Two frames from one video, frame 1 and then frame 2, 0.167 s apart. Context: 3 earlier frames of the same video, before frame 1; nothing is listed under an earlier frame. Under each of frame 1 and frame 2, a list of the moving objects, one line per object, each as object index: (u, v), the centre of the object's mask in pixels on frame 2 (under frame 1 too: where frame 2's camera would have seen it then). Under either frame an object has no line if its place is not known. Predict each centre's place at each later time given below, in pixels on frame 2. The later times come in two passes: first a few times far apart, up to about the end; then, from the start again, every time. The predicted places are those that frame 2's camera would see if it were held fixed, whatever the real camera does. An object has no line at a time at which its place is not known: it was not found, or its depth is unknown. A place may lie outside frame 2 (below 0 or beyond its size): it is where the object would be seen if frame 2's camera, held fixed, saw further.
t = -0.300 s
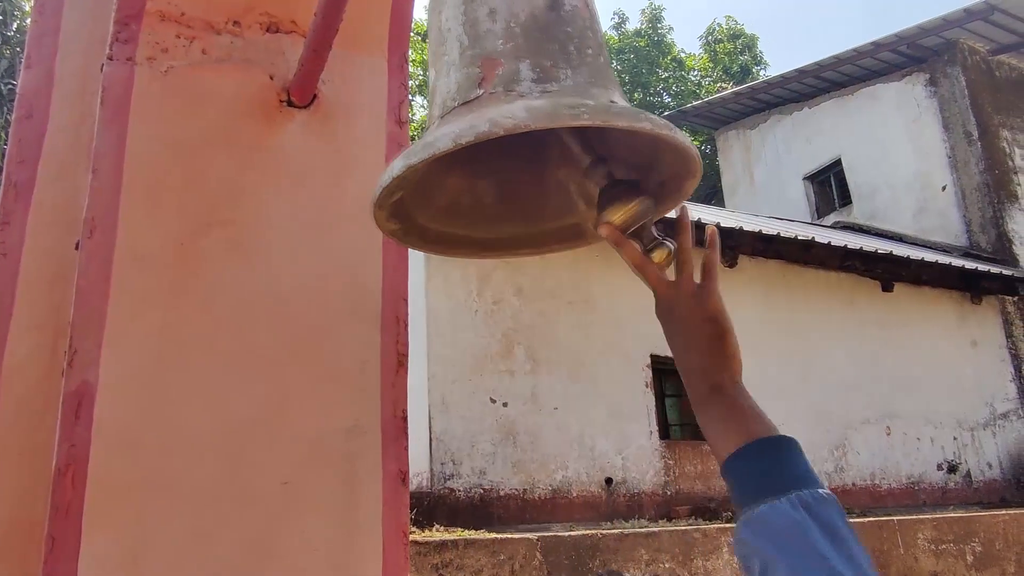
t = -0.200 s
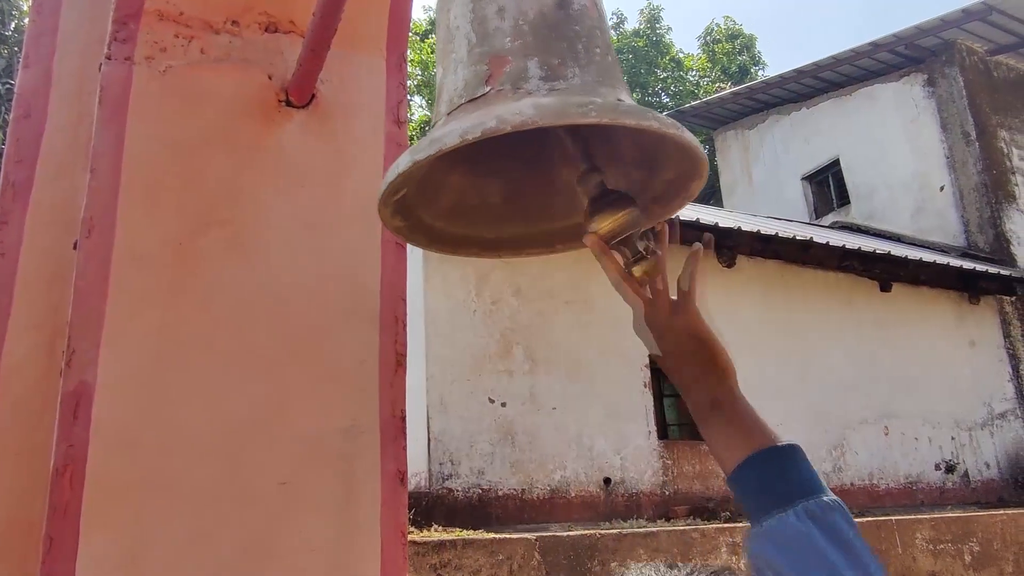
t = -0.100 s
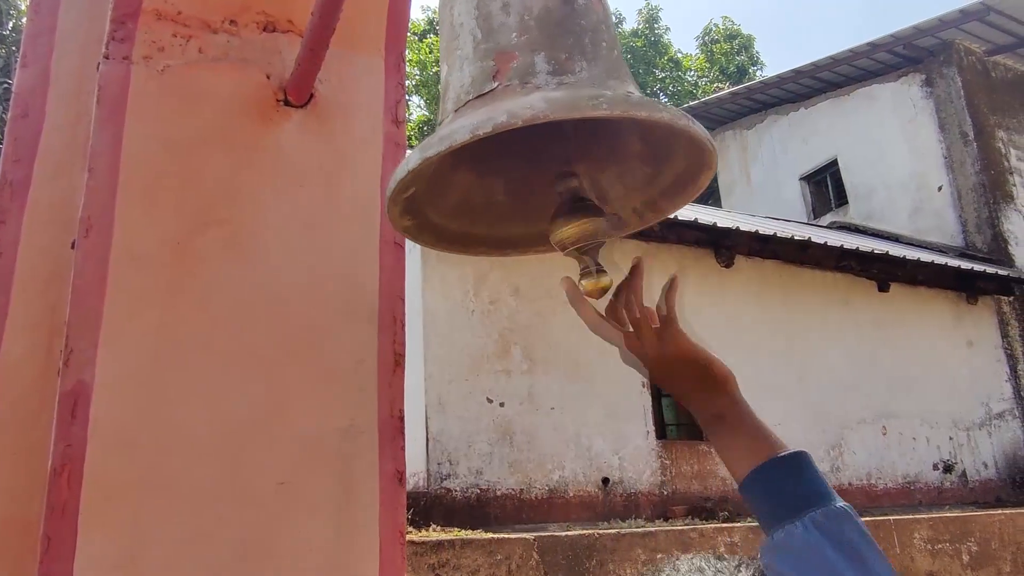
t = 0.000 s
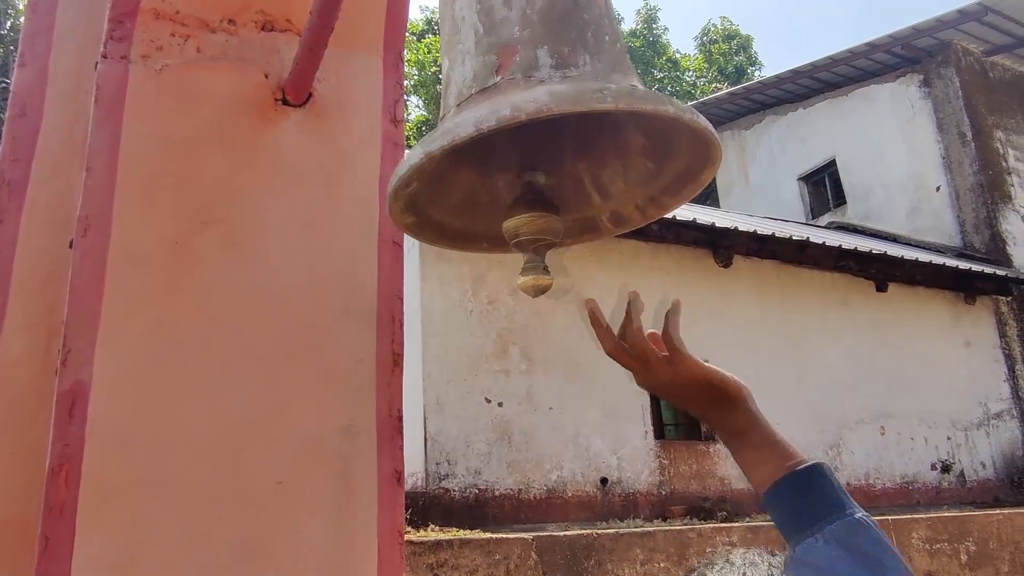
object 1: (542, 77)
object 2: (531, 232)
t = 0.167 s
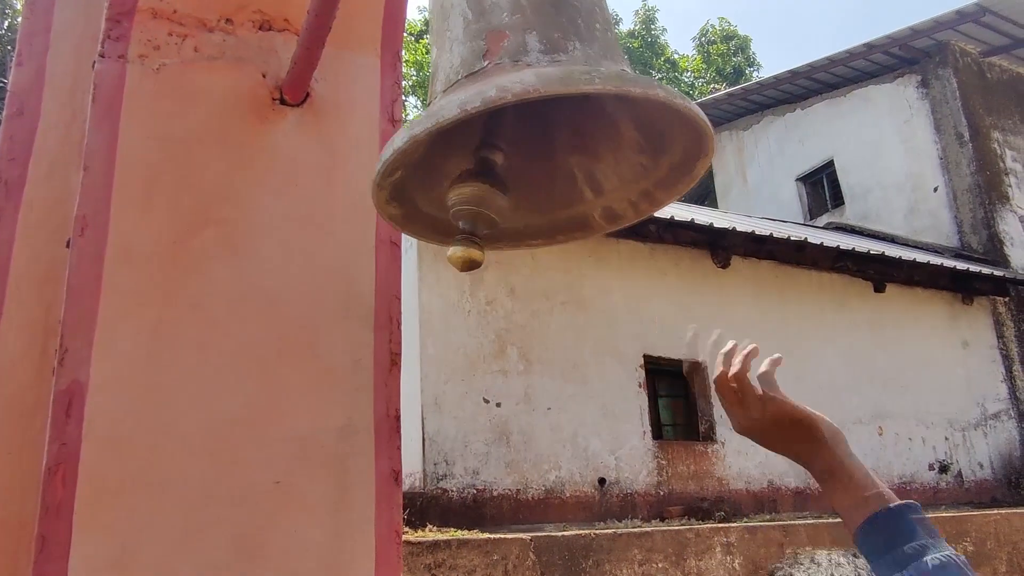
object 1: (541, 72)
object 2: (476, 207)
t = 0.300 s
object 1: (523, 68)
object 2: (488, 209)
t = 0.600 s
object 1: (477, 57)
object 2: (538, 207)
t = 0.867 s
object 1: (477, 57)
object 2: (424, 212)
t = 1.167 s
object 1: (499, 69)
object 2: (487, 238)
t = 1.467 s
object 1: (520, 73)
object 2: (594, 227)
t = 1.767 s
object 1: (531, 67)
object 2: (486, 220)
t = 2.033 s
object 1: (503, 55)
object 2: (503, 224)
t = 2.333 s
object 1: (470, 41)
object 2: (517, 206)
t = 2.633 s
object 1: (486, 59)
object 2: (416, 211)
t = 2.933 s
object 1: (507, 72)
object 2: (538, 243)
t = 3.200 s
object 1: (525, 74)
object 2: (575, 231)
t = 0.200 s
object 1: (540, 73)
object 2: (475, 207)
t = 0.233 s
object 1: (534, 72)
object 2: (475, 206)
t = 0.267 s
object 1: (526, 69)
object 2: (480, 206)
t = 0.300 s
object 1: (523, 68)
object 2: (488, 209)
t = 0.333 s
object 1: (518, 65)
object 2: (497, 211)
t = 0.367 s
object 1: (520, 69)
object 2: (508, 212)
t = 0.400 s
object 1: (505, 60)
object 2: (520, 212)
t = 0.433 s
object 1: (498, 59)
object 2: (530, 211)
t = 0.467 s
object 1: (494, 59)
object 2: (538, 209)
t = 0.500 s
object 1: (488, 58)
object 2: (542, 207)
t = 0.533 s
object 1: (481, 55)
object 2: (543, 205)
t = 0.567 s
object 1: (479, 56)
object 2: (543, 205)
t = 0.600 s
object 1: (477, 57)
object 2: (538, 207)
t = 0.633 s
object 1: (475, 56)
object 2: (530, 209)
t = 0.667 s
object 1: (474, 56)
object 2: (518, 212)
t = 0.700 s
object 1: (473, 55)
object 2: (504, 214)
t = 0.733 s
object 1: (474, 56)
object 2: (488, 217)
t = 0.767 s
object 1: (472, 56)
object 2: (470, 217)
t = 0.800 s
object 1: (473, 56)
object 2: (453, 216)
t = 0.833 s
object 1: (477, 57)
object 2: (437, 214)
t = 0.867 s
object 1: (477, 57)
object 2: (424, 212)
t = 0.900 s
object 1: (479, 58)
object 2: (416, 208)
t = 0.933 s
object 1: (482, 60)
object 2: (411, 208)
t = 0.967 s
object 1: (486, 63)
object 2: (410, 209)
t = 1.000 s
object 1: (486, 63)
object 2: (412, 211)
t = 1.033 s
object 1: (489, 65)
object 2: (421, 215)
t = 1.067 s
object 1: (491, 66)
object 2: (432, 222)
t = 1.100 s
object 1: (495, 67)
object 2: (446, 227)
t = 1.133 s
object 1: (497, 68)
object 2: (465, 233)
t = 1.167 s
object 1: (499, 69)
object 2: (487, 238)
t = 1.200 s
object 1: (501, 71)
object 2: (506, 240)
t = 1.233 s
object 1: (502, 72)
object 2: (529, 241)
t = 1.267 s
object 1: (505, 72)
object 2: (547, 238)
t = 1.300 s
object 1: (508, 73)
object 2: (563, 235)
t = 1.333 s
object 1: (510, 74)
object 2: (577, 232)
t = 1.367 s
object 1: (513, 74)
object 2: (587, 229)
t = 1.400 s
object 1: (515, 74)
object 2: (592, 227)
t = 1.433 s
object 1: (517, 74)
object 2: (594, 227)
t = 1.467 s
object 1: (520, 73)
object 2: (594, 227)
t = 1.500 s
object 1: (523, 74)
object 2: (590, 229)
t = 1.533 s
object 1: (525, 73)
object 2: (583, 230)
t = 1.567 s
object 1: (527, 73)
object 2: (572, 234)
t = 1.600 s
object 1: (528, 72)
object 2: (558, 234)
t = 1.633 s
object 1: (531, 72)
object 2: (543, 232)
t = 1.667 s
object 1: (532, 71)
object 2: (526, 231)
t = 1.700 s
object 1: (532, 69)
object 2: (511, 226)
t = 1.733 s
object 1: (532, 68)
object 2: (497, 223)
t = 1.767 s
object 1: (531, 67)
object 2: (486, 220)
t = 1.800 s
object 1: (530, 65)
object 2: (478, 218)
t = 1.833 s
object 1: (529, 64)
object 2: (472, 218)
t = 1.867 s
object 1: (528, 64)
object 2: (470, 218)
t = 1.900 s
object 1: (526, 64)
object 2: (471, 219)
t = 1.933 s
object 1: (522, 61)
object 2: (475, 220)
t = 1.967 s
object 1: (509, 51)
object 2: (484, 222)
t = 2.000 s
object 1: (509, 55)
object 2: (493, 224)
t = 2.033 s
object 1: (503, 55)
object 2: (503, 224)
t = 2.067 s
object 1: (494, 44)
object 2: (513, 224)
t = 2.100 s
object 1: (491, 44)
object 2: (523, 220)
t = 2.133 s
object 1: (485, 42)
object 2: (530, 217)
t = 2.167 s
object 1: (487, 51)
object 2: (536, 215)
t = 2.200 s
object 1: (481, 42)
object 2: (538, 211)
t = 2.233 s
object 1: (478, 41)
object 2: (537, 208)
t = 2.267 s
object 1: (474, 41)
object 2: (534, 208)
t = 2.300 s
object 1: (472, 40)
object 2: (527, 206)
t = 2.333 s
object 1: (470, 41)
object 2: (517, 206)
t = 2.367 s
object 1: (470, 42)
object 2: (504, 206)
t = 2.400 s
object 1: (474, 50)
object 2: (489, 207)
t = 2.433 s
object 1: (470, 44)
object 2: (473, 207)
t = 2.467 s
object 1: (475, 52)
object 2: (457, 206)
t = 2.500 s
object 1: (476, 54)
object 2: (442, 206)
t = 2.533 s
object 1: (479, 56)
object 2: (430, 205)
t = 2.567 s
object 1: (482, 57)
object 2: (421, 206)
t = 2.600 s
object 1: (485, 58)
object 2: (417, 207)
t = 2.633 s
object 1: (486, 59)
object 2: (416, 211)
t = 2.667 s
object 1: (486, 59)
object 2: (419, 215)
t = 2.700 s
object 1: (490, 61)
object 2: (427, 222)
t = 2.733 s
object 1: (493, 63)
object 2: (438, 228)
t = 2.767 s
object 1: (496, 65)
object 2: (452, 234)
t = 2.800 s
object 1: (497, 66)
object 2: (468, 239)
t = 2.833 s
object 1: (498, 67)
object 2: (486, 242)
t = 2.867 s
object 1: (502, 69)
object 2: (504, 244)
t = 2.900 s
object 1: (505, 71)
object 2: (522, 244)
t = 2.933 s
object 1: (507, 72)
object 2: (538, 243)
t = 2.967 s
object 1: (508, 72)
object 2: (553, 240)
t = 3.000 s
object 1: (511, 72)
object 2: (565, 237)
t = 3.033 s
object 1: (514, 73)
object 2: (575, 235)
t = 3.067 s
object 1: (515, 72)
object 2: (581, 233)
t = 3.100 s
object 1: (519, 73)
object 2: (584, 231)
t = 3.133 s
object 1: (520, 74)
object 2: (585, 231)
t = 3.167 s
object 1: (522, 73)
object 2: (581, 231)
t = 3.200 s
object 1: (525, 74)
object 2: (575, 231)
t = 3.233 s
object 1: (527, 74)
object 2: (566, 231)
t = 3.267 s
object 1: (528, 72)
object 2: (555, 230)
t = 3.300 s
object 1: (529, 70)
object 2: (542, 229)
